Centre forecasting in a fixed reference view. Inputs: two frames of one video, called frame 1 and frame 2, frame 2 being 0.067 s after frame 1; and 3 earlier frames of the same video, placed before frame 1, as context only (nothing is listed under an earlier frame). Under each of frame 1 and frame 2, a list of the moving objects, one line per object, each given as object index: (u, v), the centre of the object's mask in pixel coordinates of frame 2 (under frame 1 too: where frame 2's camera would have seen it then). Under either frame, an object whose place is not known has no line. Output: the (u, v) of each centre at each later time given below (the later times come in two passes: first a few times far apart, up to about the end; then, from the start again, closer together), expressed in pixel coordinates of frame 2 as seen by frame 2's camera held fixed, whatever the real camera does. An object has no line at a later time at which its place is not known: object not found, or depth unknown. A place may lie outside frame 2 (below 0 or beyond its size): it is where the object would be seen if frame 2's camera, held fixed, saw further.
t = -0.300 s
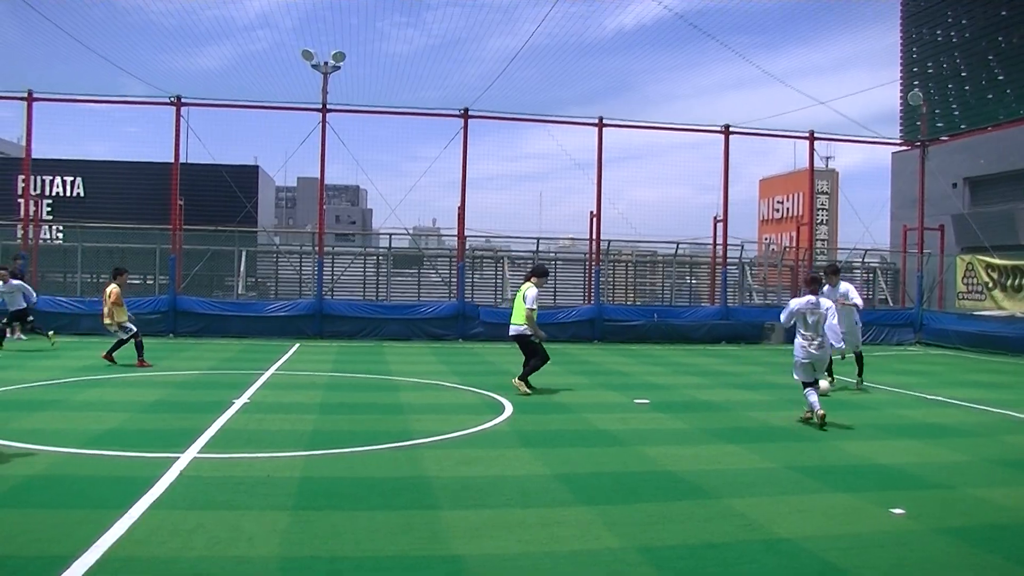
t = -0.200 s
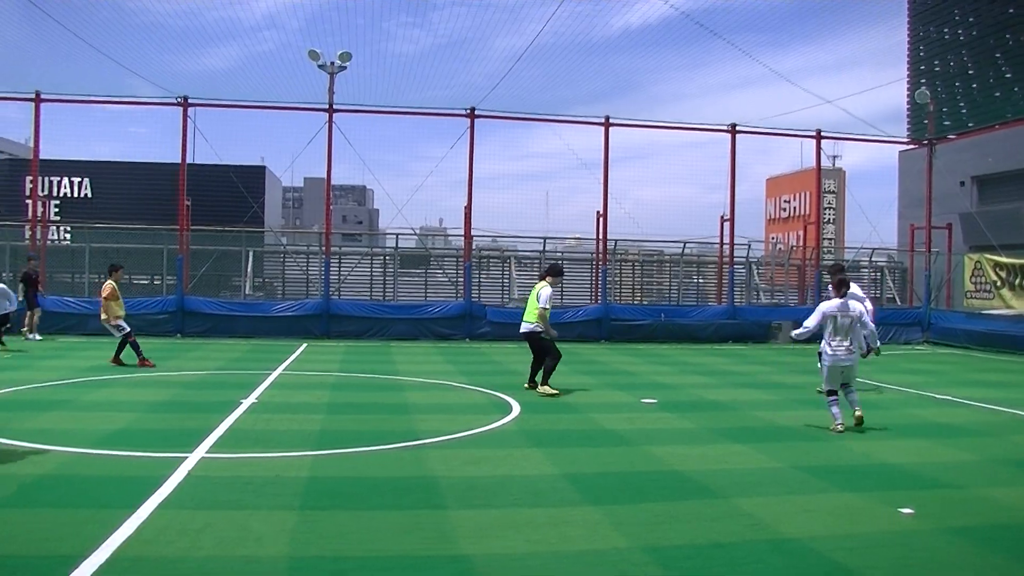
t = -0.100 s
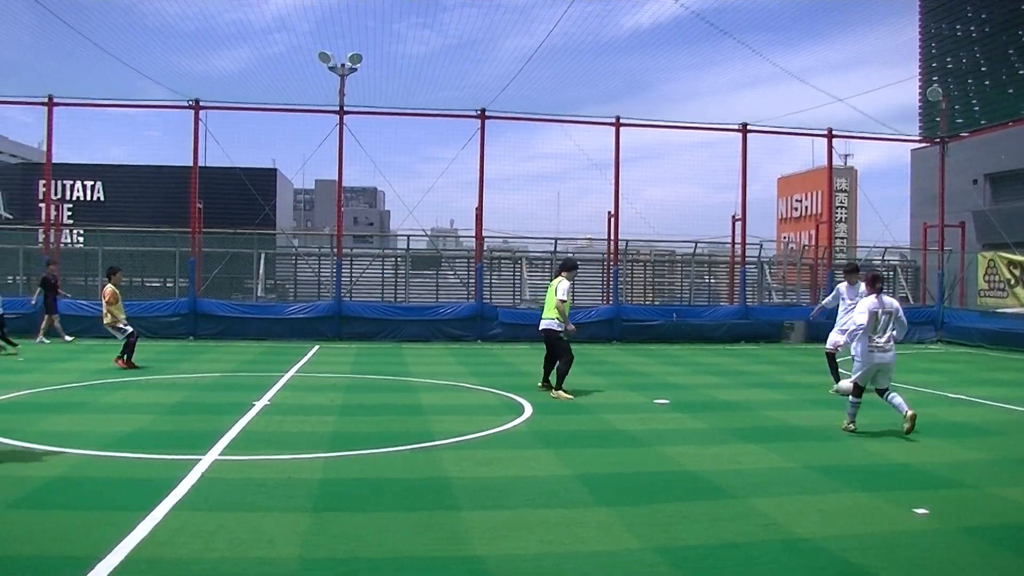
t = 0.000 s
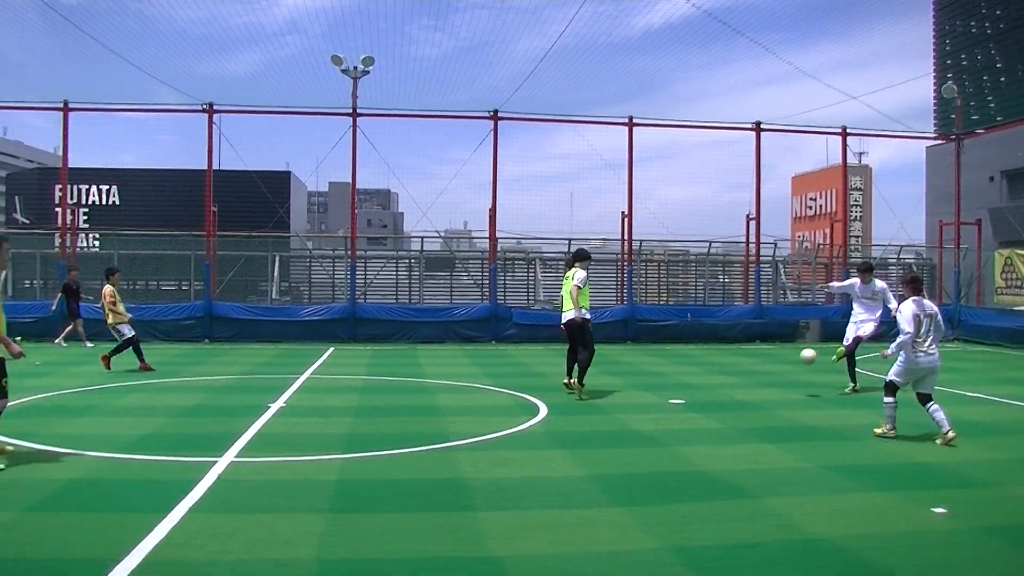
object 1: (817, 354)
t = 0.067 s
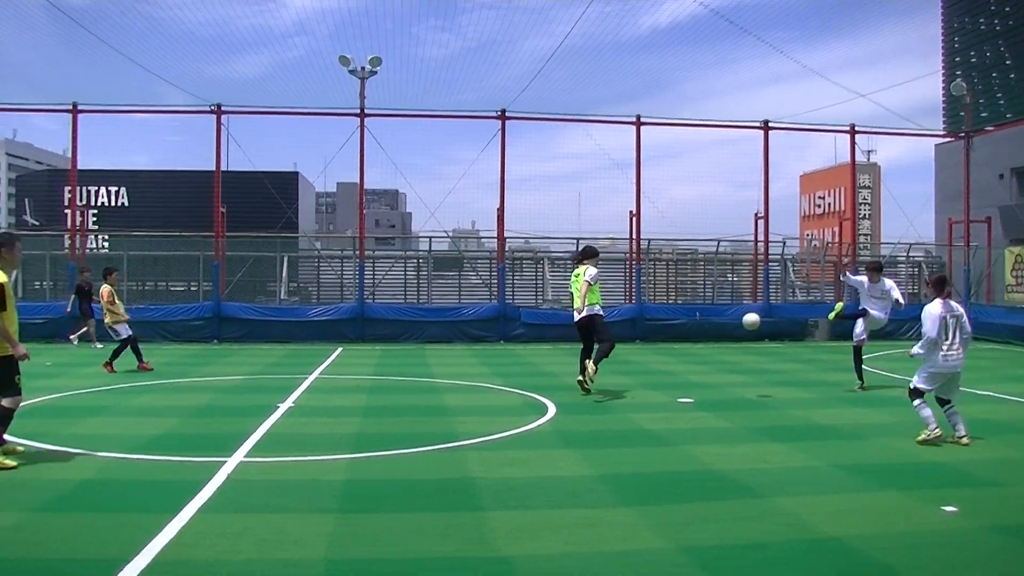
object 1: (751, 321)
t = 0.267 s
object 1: (534, 232)
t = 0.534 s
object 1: (221, 156)
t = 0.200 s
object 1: (610, 258)
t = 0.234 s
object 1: (573, 246)
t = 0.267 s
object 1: (534, 232)
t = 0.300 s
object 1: (496, 220)
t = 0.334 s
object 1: (457, 208)
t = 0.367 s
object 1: (418, 197)
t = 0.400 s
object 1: (378, 186)
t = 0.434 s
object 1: (339, 178)
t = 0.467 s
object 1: (299, 170)
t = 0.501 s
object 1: (260, 162)
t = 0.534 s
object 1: (221, 156)
